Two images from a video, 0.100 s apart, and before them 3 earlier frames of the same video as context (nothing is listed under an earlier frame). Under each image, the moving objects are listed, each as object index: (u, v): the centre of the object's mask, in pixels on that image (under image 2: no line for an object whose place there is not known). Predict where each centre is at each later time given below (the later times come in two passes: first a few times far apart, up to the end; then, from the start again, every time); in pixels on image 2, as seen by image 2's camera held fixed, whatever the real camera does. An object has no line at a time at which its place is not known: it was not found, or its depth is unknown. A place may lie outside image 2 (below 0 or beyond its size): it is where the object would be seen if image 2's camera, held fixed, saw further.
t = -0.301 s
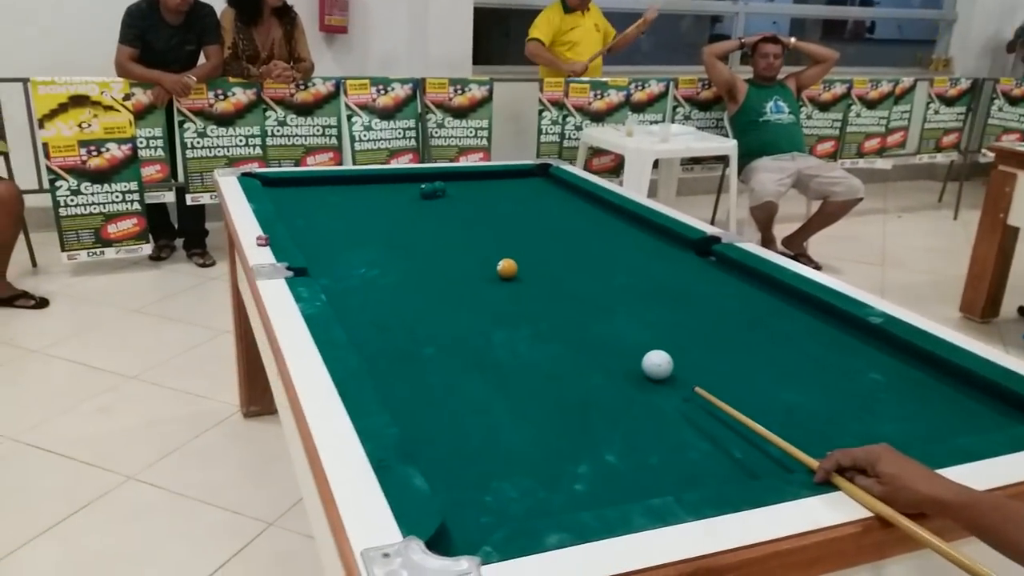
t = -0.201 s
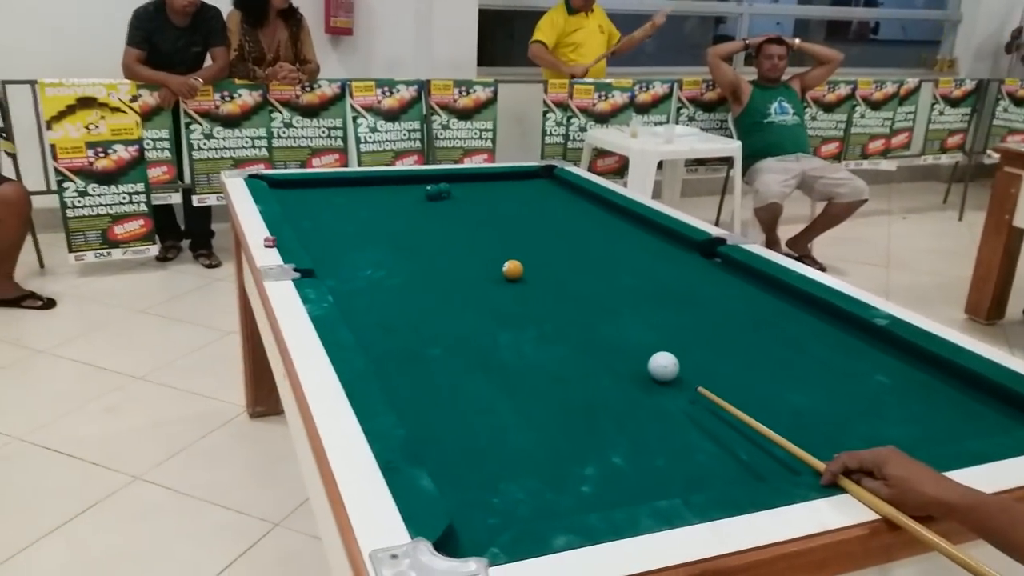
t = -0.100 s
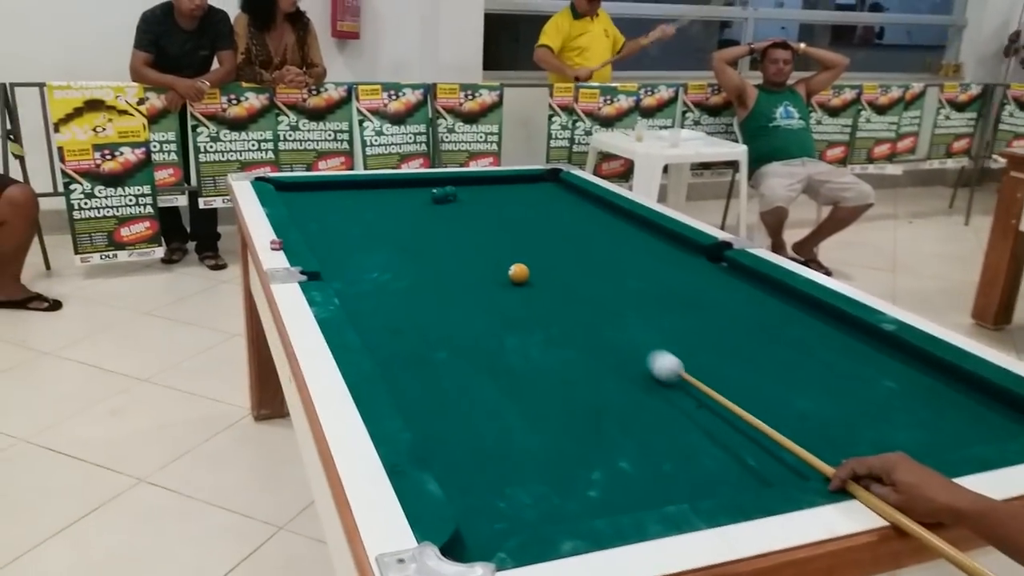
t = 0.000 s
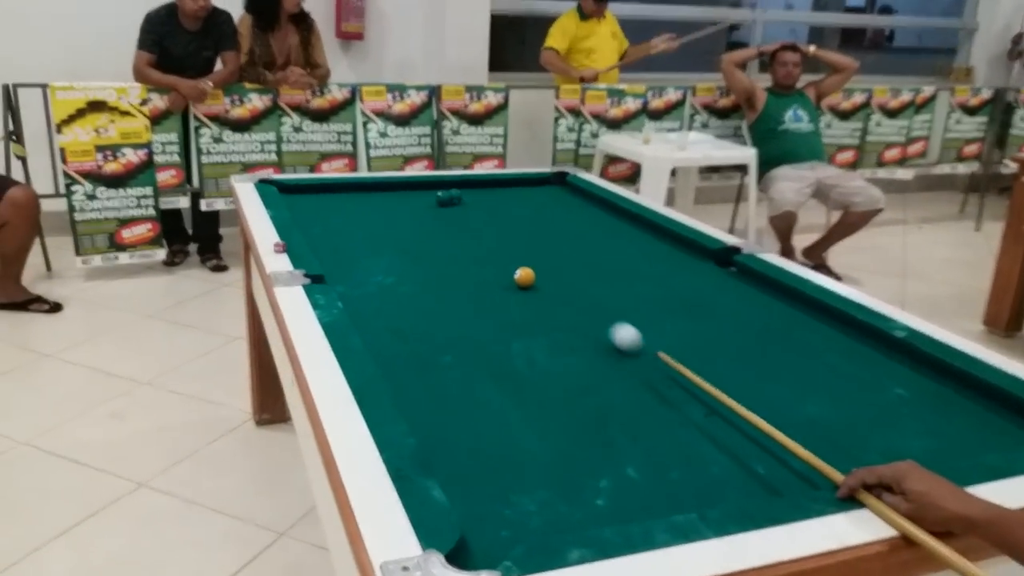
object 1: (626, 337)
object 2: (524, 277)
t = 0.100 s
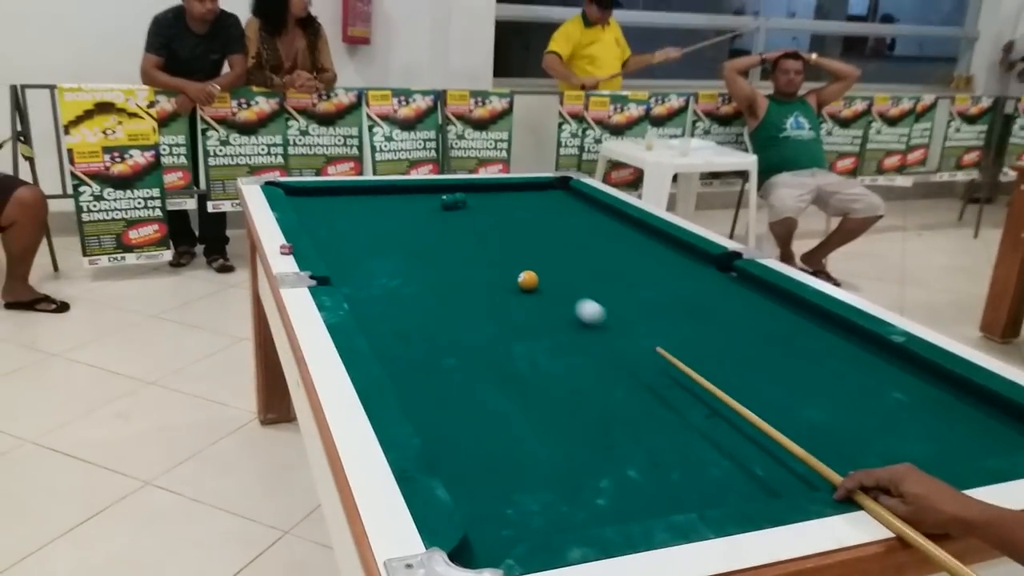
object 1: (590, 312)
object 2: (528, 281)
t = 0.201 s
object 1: (558, 288)
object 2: (527, 281)
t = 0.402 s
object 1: (544, 255)
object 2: (477, 273)
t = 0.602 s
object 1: (535, 229)
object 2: (427, 267)
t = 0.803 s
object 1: (529, 208)
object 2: (380, 261)
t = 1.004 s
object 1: (525, 191)
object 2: (335, 255)
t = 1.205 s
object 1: (545, 192)
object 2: (341, 249)
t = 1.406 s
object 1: (579, 202)
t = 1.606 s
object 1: (615, 214)
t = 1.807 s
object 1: (636, 225)
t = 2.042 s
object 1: (653, 240)
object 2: (411, 229)
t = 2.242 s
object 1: (669, 252)
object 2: (423, 226)
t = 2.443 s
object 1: (686, 268)
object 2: (435, 222)
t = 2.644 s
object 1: (705, 282)
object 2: (444, 219)
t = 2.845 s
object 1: (725, 298)
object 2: (453, 217)
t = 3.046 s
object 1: (747, 315)
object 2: (461, 214)
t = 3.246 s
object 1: (770, 335)
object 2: (468, 212)
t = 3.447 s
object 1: (793, 355)
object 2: (474, 211)
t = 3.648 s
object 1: (815, 376)
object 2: (480, 209)
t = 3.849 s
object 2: (485, 208)
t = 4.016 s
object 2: (487, 207)
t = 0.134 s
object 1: (578, 304)
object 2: (527, 281)
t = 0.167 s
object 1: (568, 296)
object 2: (528, 281)
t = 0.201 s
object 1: (558, 288)
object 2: (527, 281)
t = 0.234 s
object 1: (550, 282)
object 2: (525, 280)
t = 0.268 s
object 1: (550, 276)
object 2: (515, 278)
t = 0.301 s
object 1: (549, 270)
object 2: (504, 277)
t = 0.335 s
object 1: (547, 265)
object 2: (495, 276)
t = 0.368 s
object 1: (545, 260)
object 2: (487, 275)
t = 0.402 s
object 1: (544, 255)
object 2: (477, 273)
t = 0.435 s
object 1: (542, 250)
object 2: (469, 272)
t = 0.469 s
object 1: (541, 245)
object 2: (460, 271)
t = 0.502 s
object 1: (539, 241)
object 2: (452, 270)
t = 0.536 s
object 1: (538, 237)
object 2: (444, 269)
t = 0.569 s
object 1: (537, 233)
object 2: (435, 268)
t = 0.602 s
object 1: (535, 229)
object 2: (427, 267)
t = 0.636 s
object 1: (535, 225)
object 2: (419, 266)
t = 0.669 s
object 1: (533, 221)
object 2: (411, 265)
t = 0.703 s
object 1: (532, 217)
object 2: (403, 264)
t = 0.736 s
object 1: (531, 214)
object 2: (395, 263)
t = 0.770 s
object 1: (530, 211)
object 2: (388, 262)
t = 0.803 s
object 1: (529, 208)
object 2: (380, 261)
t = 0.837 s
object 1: (529, 205)
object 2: (372, 260)
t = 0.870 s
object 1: (528, 202)
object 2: (364, 259)
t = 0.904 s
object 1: (527, 199)
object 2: (357, 258)
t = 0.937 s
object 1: (526, 196)
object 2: (350, 257)
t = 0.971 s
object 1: (525, 193)
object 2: (342, 256)
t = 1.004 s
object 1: (525, 191)
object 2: (335, 255)
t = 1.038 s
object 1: (524, 188)
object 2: (328, 254)
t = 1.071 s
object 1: (524, 185)
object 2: (327, 253)
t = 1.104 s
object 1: (528, 185)
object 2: (330, 252)
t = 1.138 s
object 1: (533, 188)
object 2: (334, 251)
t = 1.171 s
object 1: (539, 190)
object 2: (338, 250)
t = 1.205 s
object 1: (545, 192)
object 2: (341, 249)
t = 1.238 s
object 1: (550, 194)
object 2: (344, 248)
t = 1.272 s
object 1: (556, 195)
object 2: (348, 247)
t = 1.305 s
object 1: (562, 197)
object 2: (351, 246)
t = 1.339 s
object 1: (567, 199)
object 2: (354, 245)
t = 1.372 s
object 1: (573, 201)
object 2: (358, 244)
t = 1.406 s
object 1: (579, 202)
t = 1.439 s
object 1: (584, 204)
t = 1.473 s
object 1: (590, 206)
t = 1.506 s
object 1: (596, 208)
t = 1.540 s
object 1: (602, 210)
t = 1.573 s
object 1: (609, 212)
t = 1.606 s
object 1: (615, 214)
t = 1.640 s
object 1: (621, 216)
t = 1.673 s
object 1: (626, 218)
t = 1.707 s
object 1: (629, 220)
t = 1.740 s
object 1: (631, 222)
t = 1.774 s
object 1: (633, 224)
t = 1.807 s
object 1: (636, 225)
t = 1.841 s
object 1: (638, 228)
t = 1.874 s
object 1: (641, 229)
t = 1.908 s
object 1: (643, 232)
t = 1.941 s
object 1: (646, 234)
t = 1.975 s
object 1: (648, 236)
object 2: (406, 230)
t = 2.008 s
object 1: (651, 238)
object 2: (408, 230)
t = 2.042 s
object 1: (653, 240)
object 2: (411, 229)
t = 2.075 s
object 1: (656, 242)
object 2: (413, 229)
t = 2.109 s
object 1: (659, 244)
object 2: (415, 228)
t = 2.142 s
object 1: (661, 246)
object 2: (417, 227)
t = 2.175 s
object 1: (663, 248)
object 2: (419, 227)
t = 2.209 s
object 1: (666, 250)
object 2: (421, 226)
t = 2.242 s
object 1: (669, 252)
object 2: (423, 226)
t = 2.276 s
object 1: (671, 254)
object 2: (425, 225)
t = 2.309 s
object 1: (674, 258)
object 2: (427, 224)
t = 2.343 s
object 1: (677, 261)
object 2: (429, 224)
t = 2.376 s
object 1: (679, 265)
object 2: (431, 223)
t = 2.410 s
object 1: (682, 266)
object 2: (433, 223)
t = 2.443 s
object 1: (686, 268)
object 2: (435, 222)
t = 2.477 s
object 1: (690, 269)
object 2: (436, 222)
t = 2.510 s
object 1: (693, 271)
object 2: (438, 221)
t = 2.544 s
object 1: (696, 274)
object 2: (440, 221)
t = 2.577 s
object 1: (699, 276)
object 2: (441, 220)
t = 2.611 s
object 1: (702, 279)
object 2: (443, 220)
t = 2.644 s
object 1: (705, 282)
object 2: (444, 219)
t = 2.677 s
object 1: (709, 284)
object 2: (446, 219)
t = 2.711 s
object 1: (712, 287)
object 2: (447, 218)
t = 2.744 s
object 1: (715, 290)
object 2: (449, 218)
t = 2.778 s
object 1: (719, 293)
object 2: (451, 218)
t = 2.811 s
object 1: (722, 296)
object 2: (452, 217)
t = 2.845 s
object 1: (725, 298)
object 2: (453, 217)
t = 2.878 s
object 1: (728, 301)
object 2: (455, 216)
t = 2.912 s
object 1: (732, 304)
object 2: (456, 216)
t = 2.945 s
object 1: (736, 307)
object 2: (458, 215)
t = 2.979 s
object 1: (740, 310)
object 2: (458, 215)
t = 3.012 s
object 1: (744, 312)
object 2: (460, 215)
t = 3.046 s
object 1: (747, 315)
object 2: (461, 214)
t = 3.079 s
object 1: (753, 319)
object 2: (462, 214)
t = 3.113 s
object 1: (756, 322)
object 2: (464, 214)
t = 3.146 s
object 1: (759, 325)
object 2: (465, 213)
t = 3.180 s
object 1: (762, 327)
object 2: (466, 213)
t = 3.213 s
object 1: (766, 331)
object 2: (467, 212)
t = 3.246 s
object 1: (770, 335)
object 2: (468, 212)
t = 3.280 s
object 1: (774, 338)
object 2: (469, 212)
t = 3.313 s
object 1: (778, 342)
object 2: (470, 212)
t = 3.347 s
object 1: (782, 345)
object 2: (471, 211)
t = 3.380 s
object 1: (786, 348)
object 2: (472, 211)
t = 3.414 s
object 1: (789, 352)
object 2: (473, 211)
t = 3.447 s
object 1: (793, 355)
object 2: (474, 211)
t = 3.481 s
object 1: (797, 358)
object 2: (475, 211)
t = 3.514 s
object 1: (802, 362)
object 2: (477, 211)
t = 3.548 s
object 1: (805, 365)
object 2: (478, 210)
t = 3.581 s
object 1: (808, 369)
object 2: (478, 210)
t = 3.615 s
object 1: (812, 372)
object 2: (480, 209)
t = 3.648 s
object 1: (815, 376)
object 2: (480, 209)
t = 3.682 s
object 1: (819, 379)
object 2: (481, 209)
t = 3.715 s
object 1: (823, 382)
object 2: (482, 209)
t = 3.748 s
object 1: (827, 387)
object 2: (483, 209)
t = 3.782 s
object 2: (484, 208)
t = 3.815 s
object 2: (484, 208)
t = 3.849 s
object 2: (485, 208)
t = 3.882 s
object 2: (486, 208)
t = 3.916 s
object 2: (487, 208)
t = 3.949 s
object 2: (487, 208)
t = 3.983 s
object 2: (487, 208)
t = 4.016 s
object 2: (487, 207)
